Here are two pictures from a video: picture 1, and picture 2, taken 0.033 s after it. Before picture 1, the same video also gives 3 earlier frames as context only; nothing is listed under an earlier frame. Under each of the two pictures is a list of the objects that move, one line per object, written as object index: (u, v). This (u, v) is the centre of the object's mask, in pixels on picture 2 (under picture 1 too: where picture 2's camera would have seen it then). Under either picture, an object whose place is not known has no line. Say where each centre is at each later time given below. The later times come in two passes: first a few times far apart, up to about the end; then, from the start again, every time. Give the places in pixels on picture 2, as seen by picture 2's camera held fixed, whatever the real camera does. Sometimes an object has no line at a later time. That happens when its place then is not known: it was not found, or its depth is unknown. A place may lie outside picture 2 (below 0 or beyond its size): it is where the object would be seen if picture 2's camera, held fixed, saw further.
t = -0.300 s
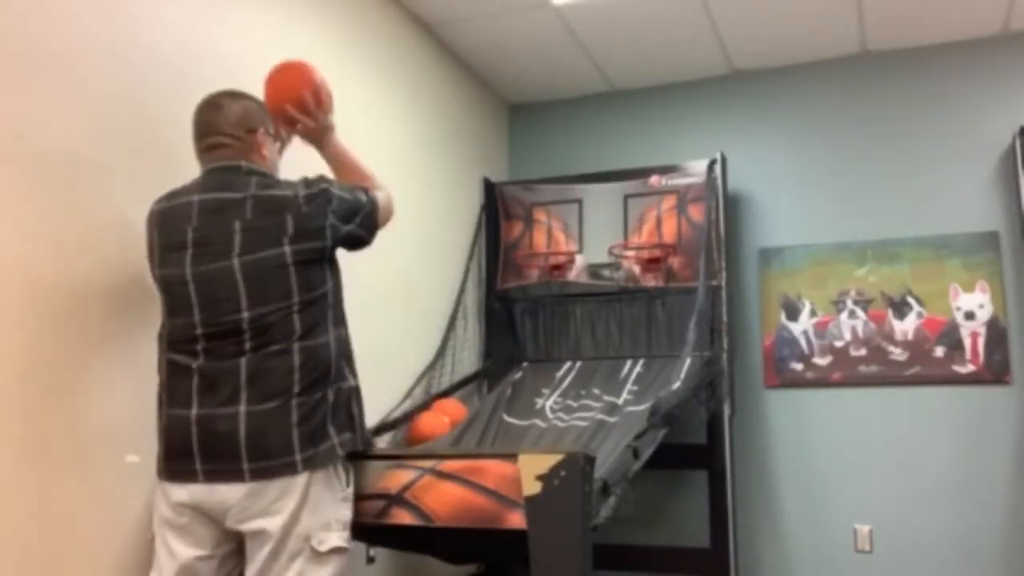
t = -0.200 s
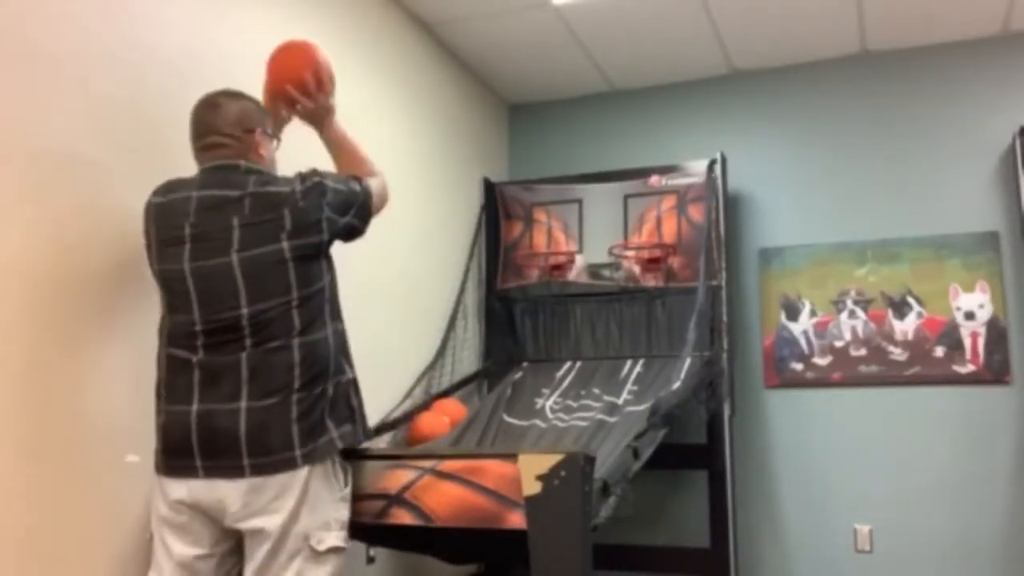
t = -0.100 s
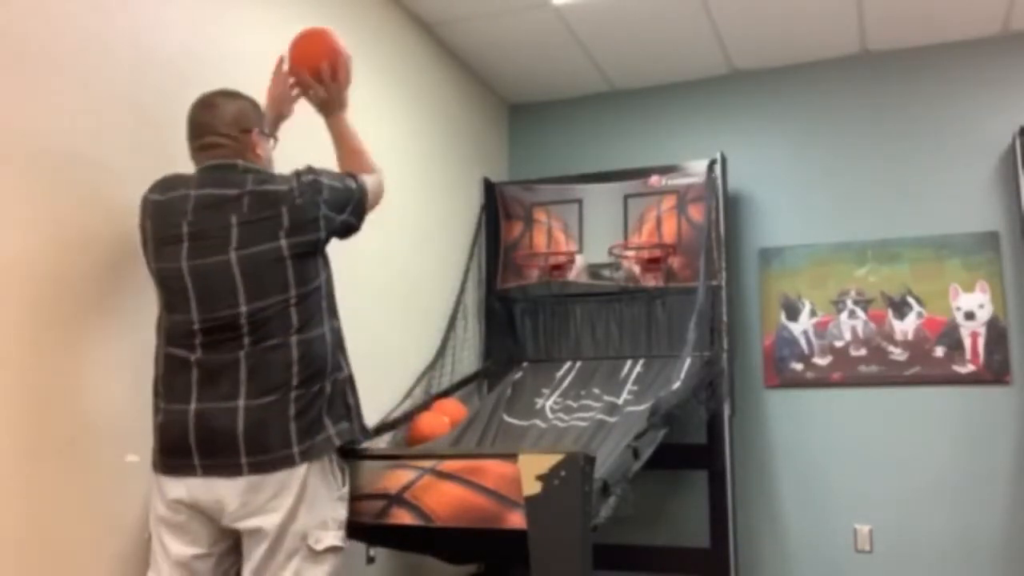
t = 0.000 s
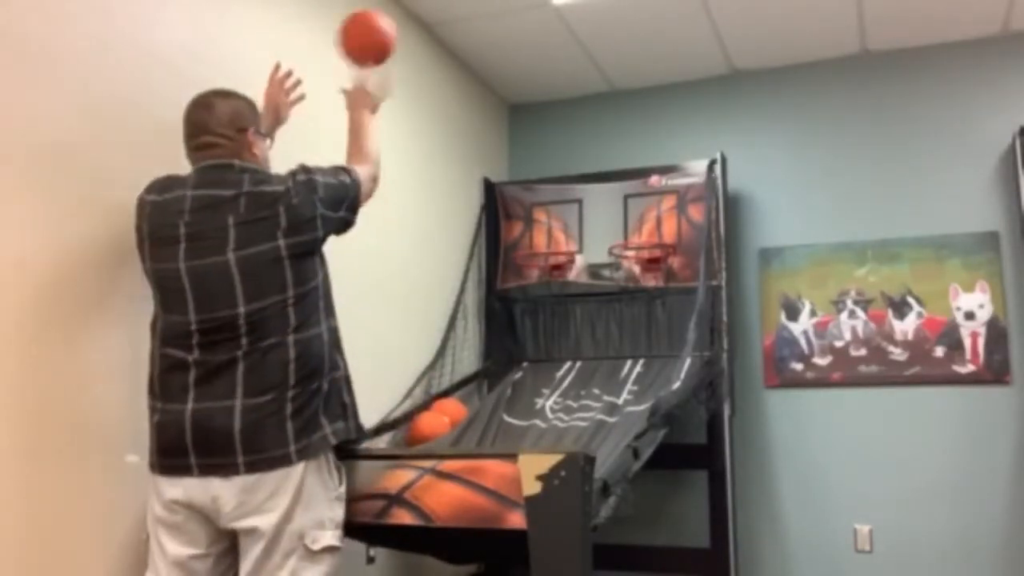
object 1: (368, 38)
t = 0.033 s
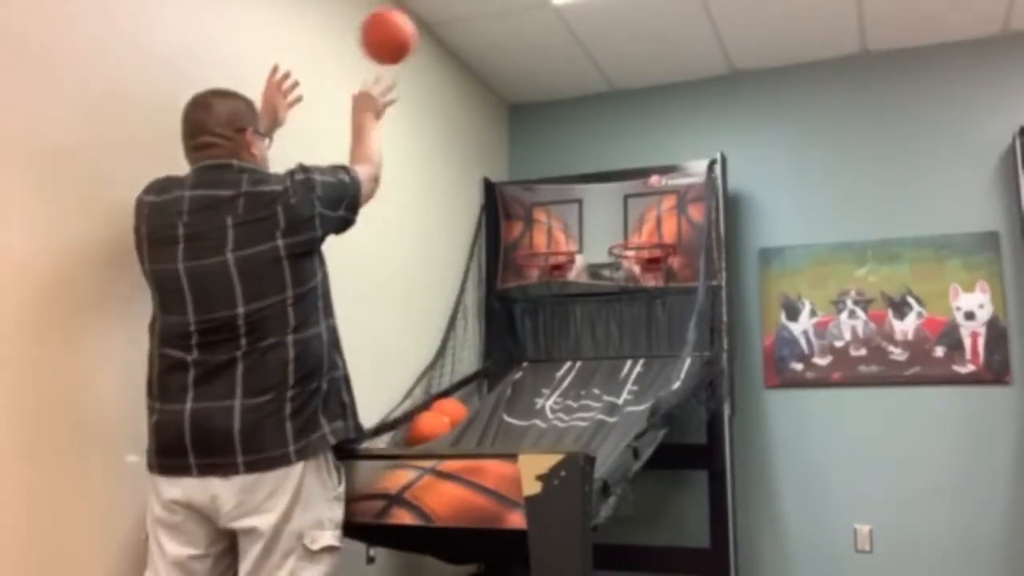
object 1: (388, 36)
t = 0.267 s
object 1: (487, 90)
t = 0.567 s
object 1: (538, 244)
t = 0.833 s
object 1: (575, 343)
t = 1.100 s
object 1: (571, 397)
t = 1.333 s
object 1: (549, 437)
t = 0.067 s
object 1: (406, 37)
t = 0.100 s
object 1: (422, 40)
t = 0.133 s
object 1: (437, 46)
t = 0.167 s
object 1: (451, 55)
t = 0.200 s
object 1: (464, 65)
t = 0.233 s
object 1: (476, 77)
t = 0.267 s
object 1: (487, 90)
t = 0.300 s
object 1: (497, 104)
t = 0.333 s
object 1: (507, 120)
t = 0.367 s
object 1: (517, 137)
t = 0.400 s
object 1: (524, 156)
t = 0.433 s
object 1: (532, 177)
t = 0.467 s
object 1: (540, 198)
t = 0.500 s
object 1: (547, 219)
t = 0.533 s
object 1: (543, 231)
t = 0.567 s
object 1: (538, 244)
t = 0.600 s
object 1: (532, 254)
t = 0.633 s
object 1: (539, 266)
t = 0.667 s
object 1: (544, 275)
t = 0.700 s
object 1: (554, 289)
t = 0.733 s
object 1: (560, 302)
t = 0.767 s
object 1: (566, 316)
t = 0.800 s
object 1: (572, 329)
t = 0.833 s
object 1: (575, 343)
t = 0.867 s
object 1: (576, 344)
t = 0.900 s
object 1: (575, 346)
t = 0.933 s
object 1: (575, 349)
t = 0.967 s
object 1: (574, 354)
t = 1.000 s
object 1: (573, 362)
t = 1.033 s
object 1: (572, 372)
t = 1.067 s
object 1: (571, 385)
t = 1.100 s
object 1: (571, 397)
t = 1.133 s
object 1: (570, 407)
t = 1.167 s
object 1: (568, 414)
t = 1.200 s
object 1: (566, 421)
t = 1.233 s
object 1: (563, 425)
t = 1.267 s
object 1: (559, 430)
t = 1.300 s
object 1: (554, 434)
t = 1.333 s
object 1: (549, 437)
